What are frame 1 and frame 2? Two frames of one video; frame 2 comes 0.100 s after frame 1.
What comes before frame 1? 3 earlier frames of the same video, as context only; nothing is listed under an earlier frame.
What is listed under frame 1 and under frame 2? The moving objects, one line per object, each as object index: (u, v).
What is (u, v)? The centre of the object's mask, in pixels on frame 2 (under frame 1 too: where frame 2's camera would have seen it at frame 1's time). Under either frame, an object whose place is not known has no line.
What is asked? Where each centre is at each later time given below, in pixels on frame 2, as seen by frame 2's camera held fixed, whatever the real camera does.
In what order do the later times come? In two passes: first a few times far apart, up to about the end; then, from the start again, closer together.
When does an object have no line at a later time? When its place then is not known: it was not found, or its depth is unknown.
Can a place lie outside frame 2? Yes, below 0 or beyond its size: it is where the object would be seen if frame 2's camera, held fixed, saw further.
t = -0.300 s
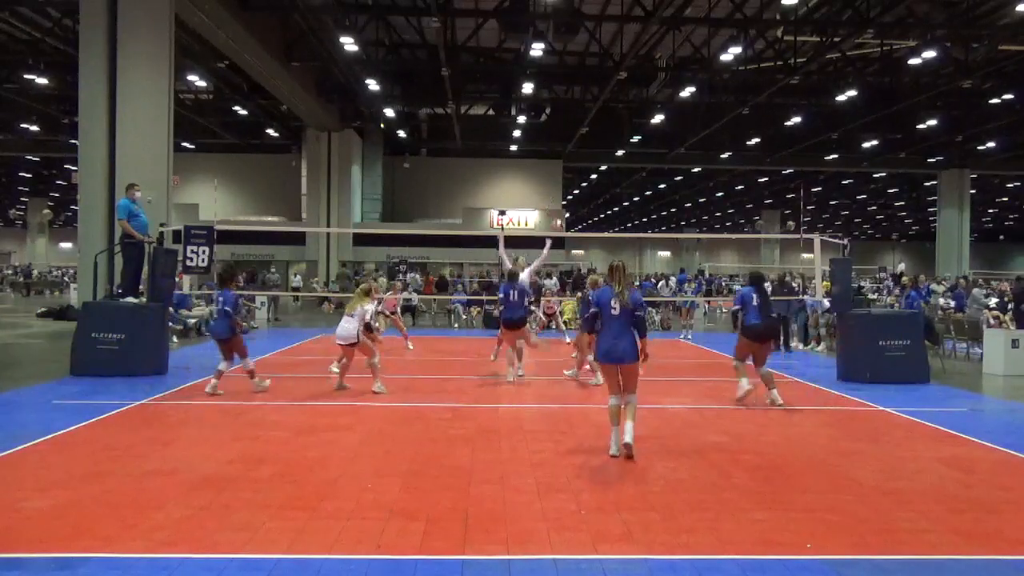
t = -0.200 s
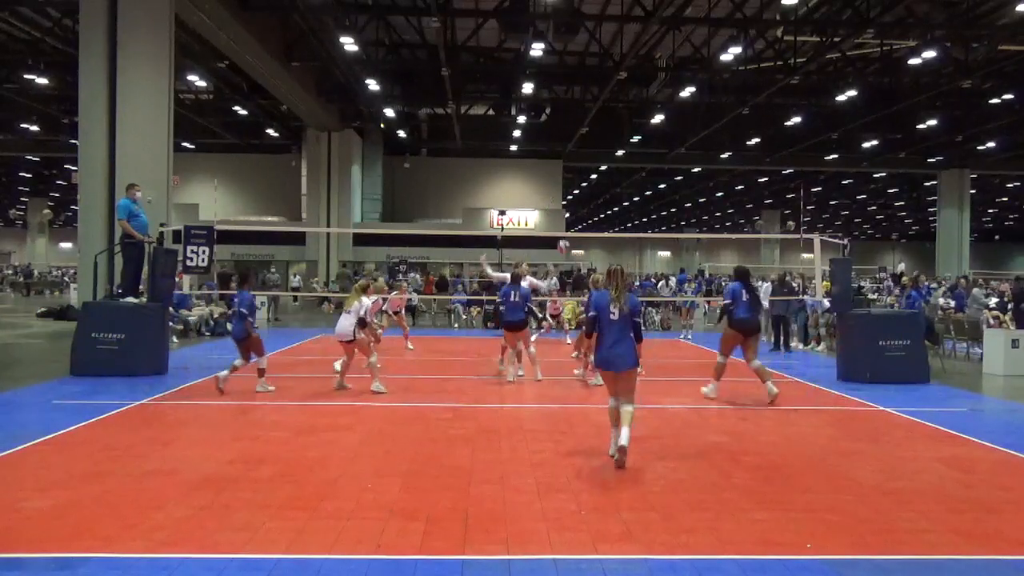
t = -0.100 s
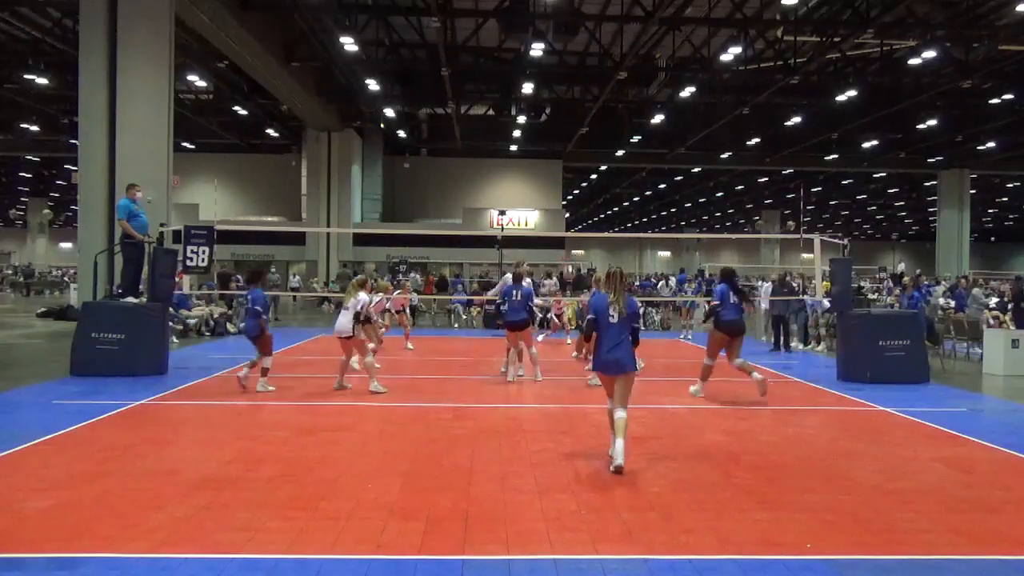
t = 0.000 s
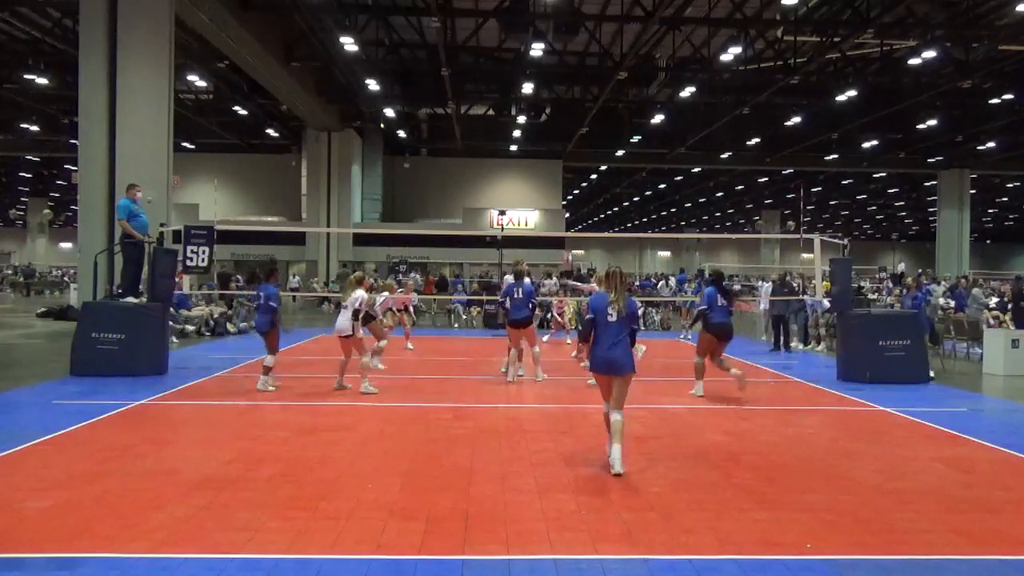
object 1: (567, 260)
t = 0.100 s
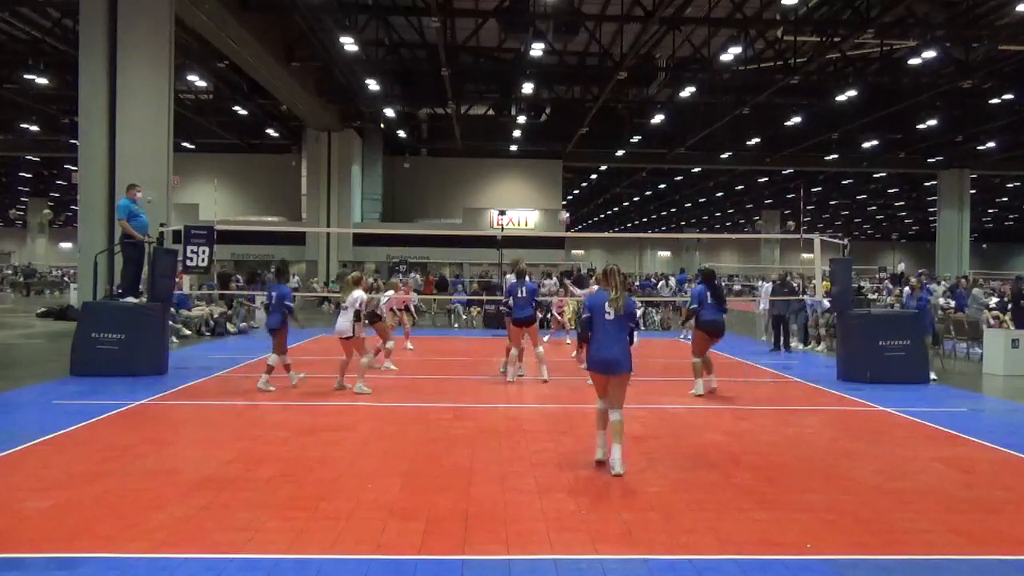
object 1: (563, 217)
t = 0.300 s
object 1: (554, 156)
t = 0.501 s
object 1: (545, 117)
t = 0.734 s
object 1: (539, 108)
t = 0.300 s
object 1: (554, 156)
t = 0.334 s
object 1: (552, 148)
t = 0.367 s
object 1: (551, 141)
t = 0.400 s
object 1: (549, 134)
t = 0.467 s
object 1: (547, 119)
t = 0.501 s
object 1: (545, 117)
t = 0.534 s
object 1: (544, 114)
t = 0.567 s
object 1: (543, 111)
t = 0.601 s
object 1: (542, 110)
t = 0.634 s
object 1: (541, 109)
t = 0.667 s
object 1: (541, 109)
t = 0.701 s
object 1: (540, 107)
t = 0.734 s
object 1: (539, 108)
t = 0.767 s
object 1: (534, 104)
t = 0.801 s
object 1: (532, 105)
